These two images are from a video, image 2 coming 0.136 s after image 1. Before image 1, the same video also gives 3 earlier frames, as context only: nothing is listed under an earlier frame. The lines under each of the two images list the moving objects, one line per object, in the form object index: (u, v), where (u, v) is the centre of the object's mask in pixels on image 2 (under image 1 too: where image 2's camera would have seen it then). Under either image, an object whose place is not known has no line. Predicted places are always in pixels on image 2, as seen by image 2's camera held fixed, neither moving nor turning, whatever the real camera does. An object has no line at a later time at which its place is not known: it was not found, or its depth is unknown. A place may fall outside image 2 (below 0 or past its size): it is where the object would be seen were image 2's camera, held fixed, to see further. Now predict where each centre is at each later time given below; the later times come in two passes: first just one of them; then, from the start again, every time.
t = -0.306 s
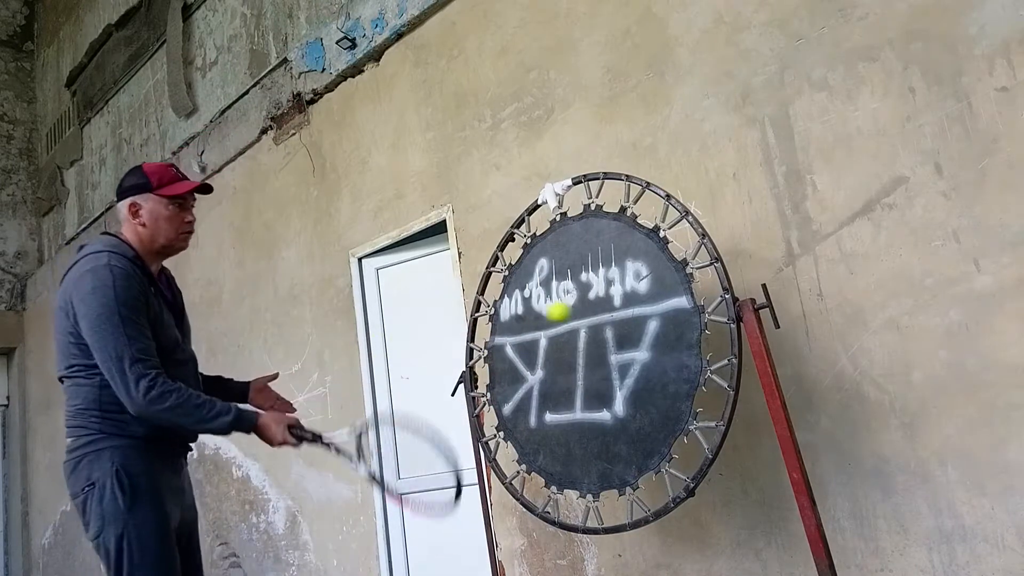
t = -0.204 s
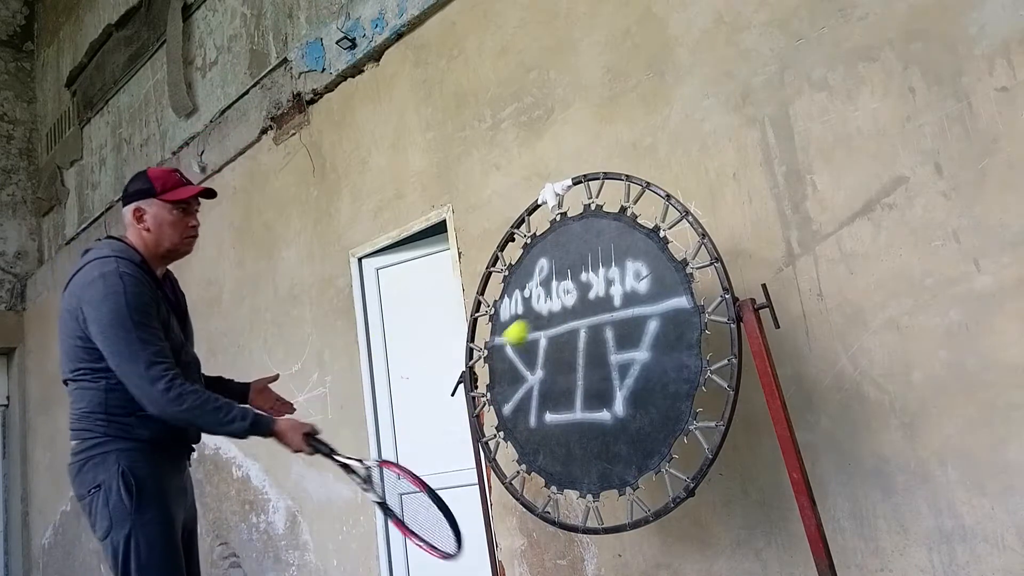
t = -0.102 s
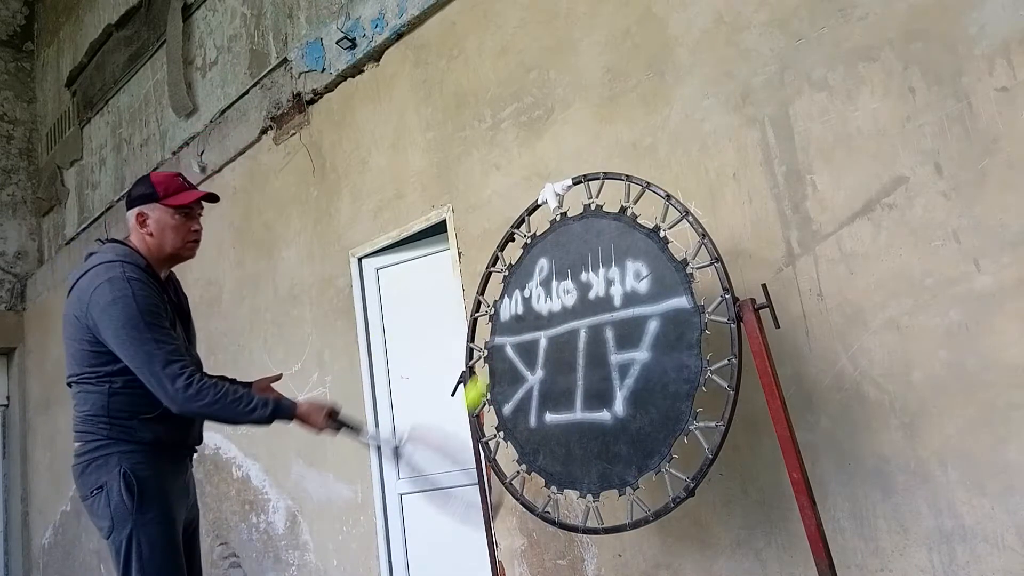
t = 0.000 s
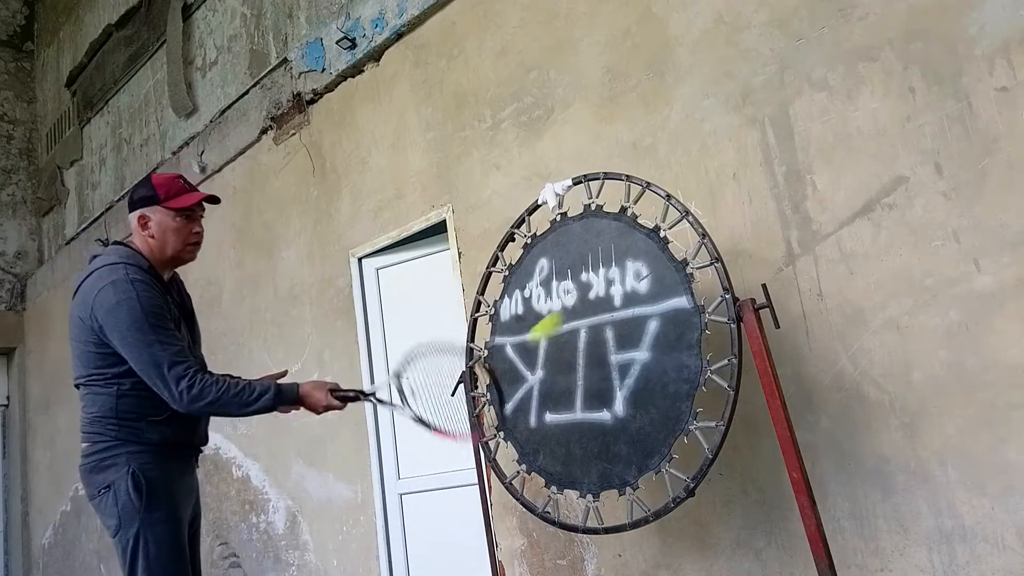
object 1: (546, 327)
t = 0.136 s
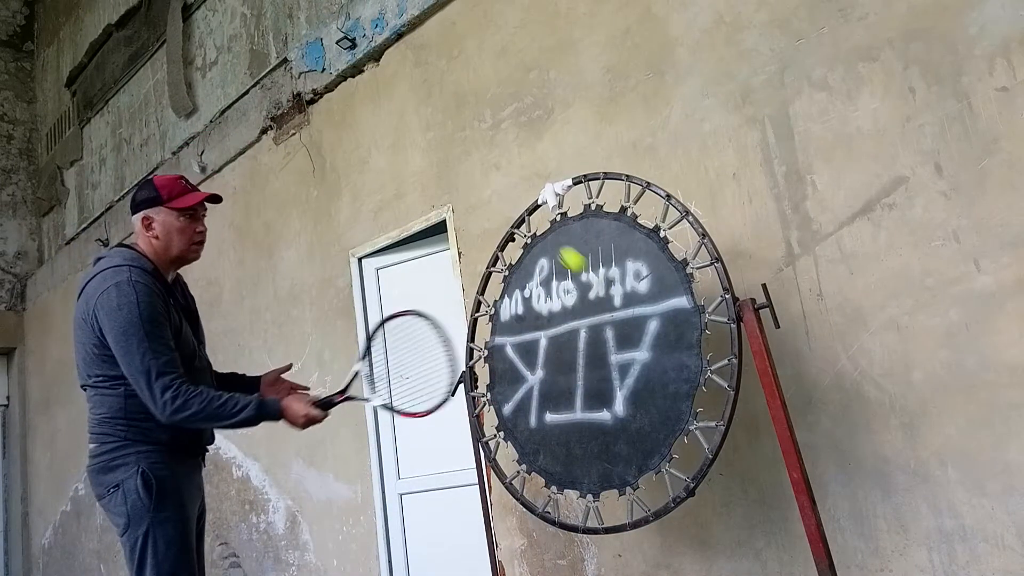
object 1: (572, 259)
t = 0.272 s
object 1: (503, 229)
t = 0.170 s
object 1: (555, 248)
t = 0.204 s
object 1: (538, 239)
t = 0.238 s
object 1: (518, 232)
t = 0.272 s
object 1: (503, 229)
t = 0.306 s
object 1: (484, 230)
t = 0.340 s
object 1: (467, 234)
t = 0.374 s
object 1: (448, 241)
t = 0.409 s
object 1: (430, 252)
